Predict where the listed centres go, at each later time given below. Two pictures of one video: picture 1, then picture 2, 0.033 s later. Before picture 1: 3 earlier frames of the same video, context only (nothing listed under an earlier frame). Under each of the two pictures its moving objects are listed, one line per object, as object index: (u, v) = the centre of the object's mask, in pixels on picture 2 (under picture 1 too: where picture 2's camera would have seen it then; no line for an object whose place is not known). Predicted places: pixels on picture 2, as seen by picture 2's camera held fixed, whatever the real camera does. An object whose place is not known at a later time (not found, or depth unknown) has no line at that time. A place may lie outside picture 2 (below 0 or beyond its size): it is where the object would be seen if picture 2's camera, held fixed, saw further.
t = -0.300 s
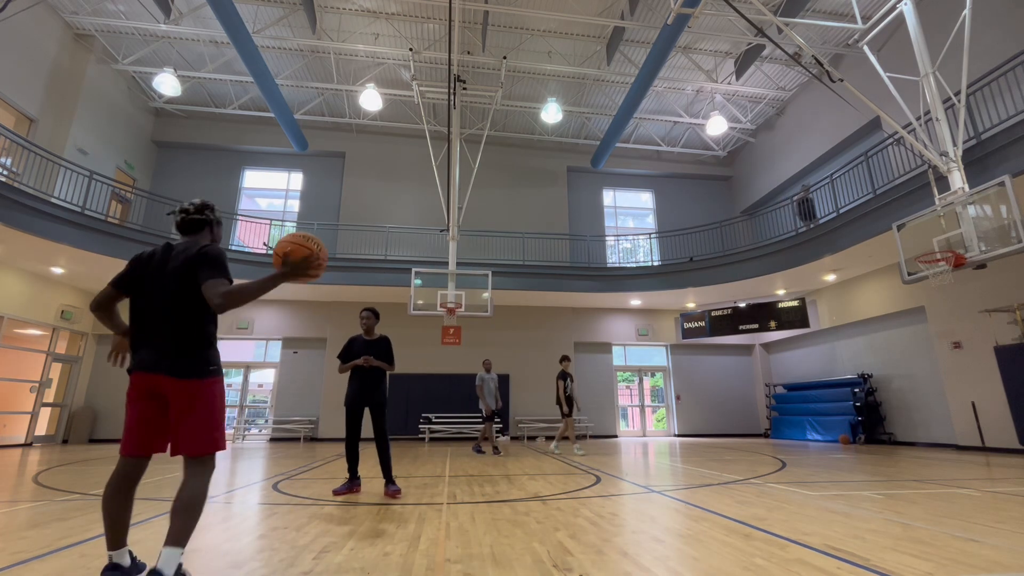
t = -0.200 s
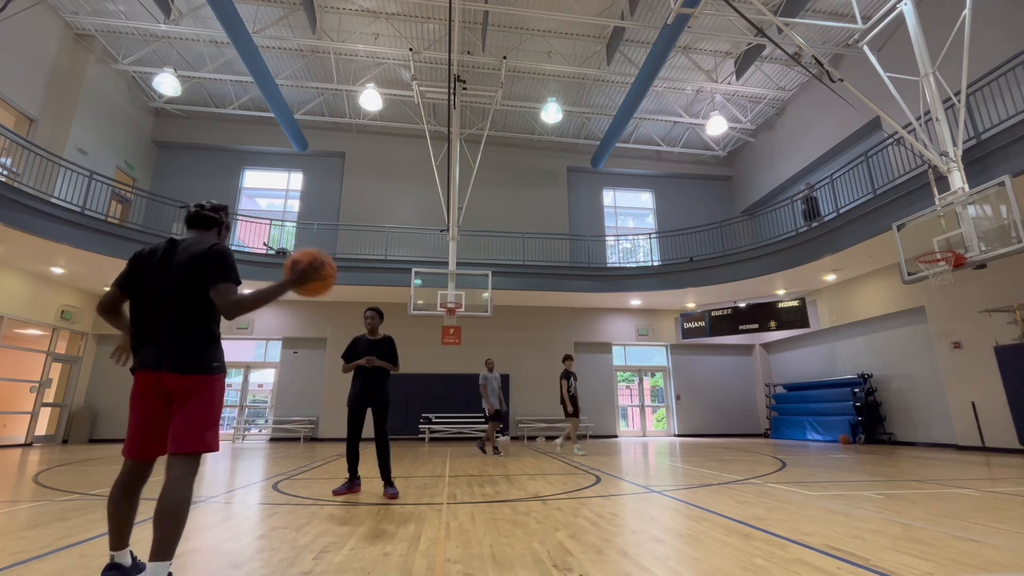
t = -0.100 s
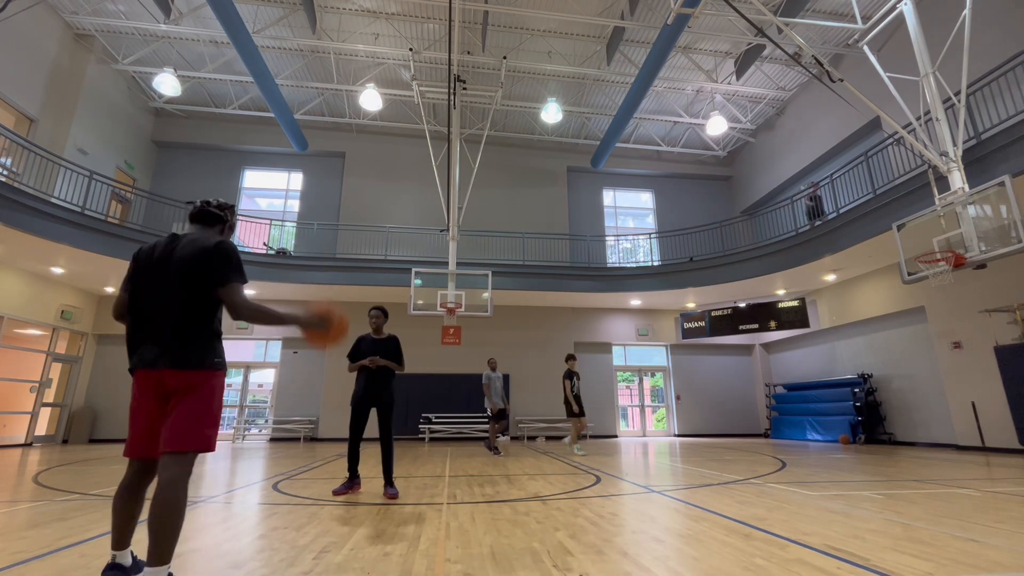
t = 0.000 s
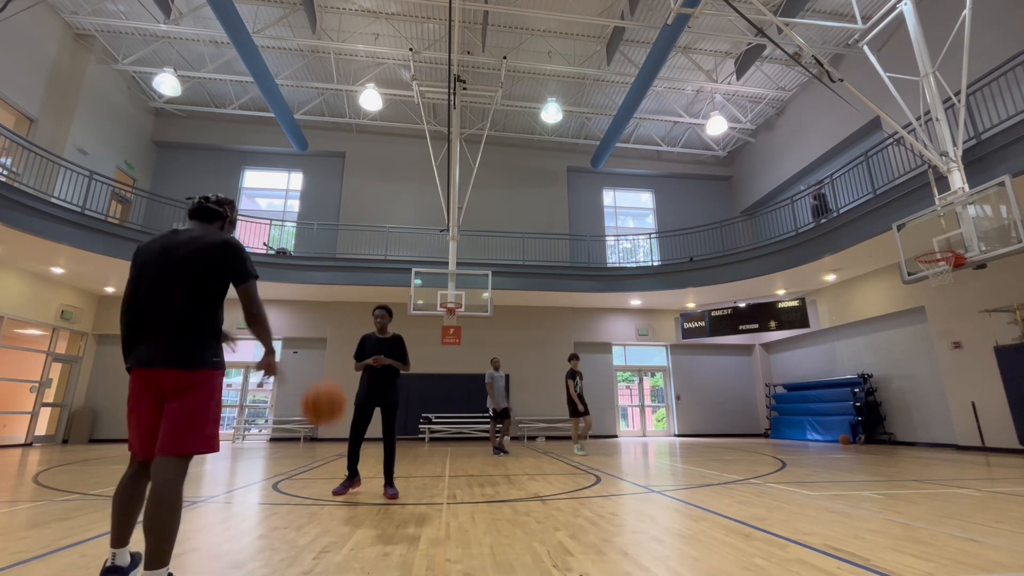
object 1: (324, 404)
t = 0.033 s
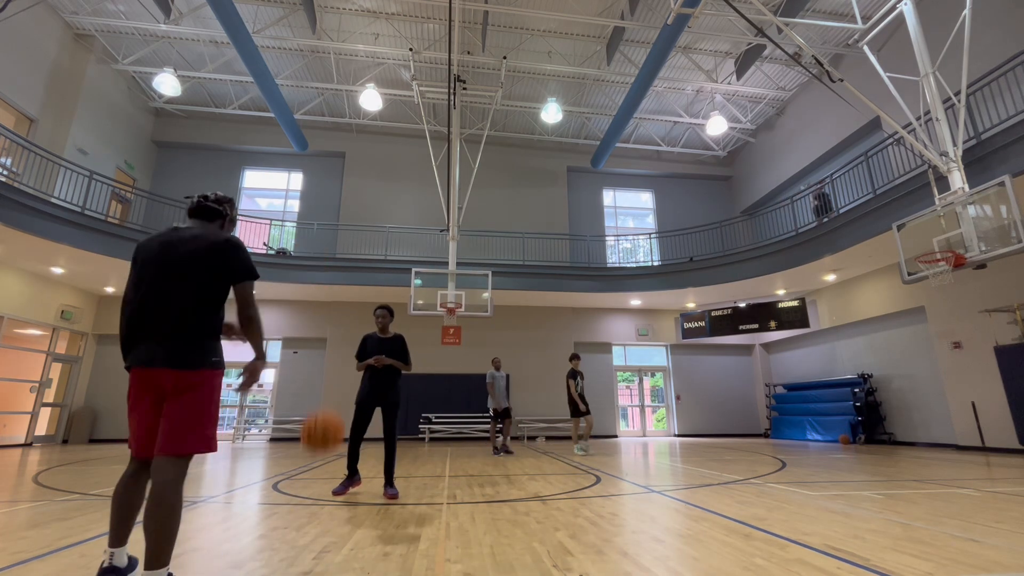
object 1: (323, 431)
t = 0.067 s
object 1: (321, 458)
